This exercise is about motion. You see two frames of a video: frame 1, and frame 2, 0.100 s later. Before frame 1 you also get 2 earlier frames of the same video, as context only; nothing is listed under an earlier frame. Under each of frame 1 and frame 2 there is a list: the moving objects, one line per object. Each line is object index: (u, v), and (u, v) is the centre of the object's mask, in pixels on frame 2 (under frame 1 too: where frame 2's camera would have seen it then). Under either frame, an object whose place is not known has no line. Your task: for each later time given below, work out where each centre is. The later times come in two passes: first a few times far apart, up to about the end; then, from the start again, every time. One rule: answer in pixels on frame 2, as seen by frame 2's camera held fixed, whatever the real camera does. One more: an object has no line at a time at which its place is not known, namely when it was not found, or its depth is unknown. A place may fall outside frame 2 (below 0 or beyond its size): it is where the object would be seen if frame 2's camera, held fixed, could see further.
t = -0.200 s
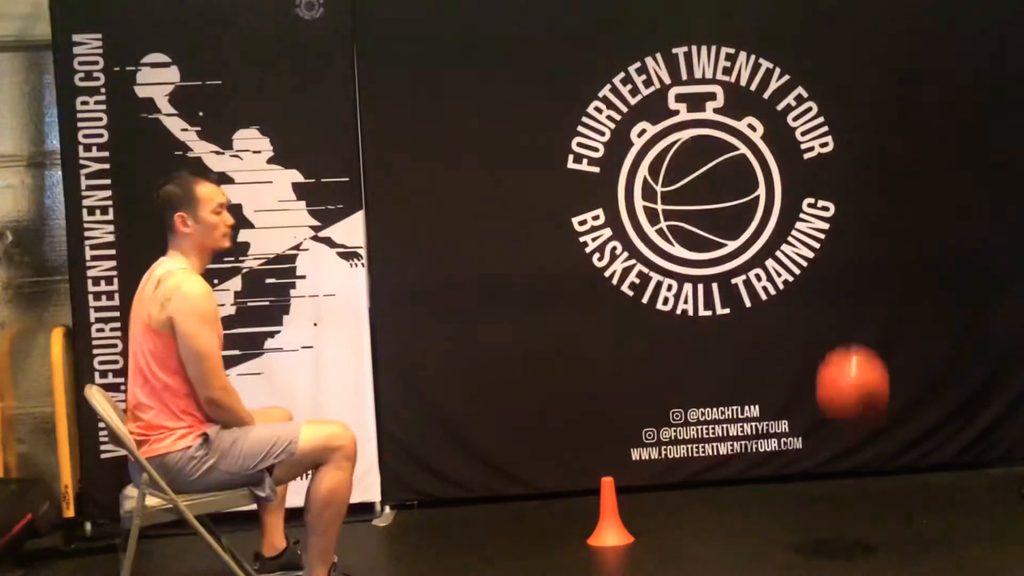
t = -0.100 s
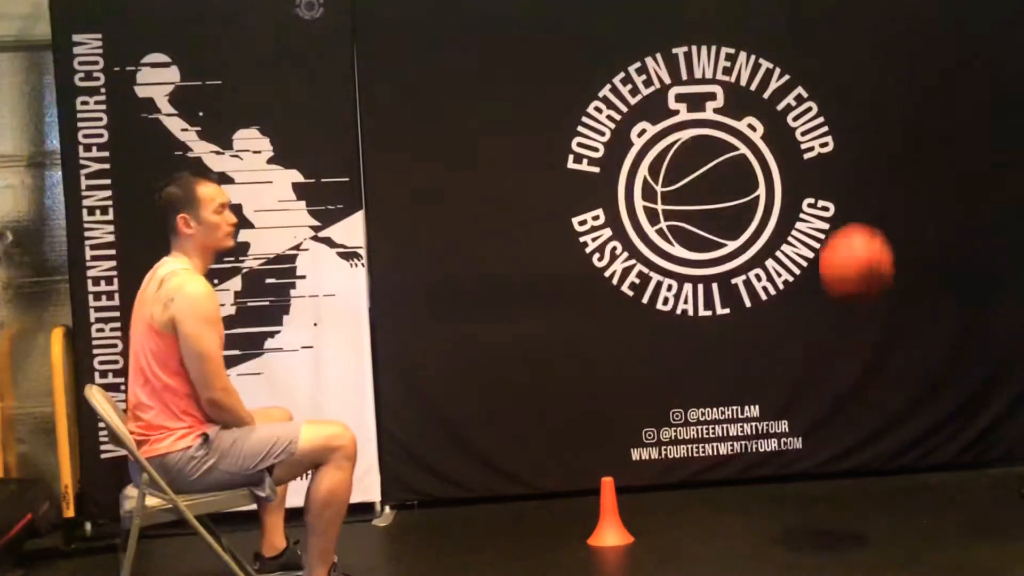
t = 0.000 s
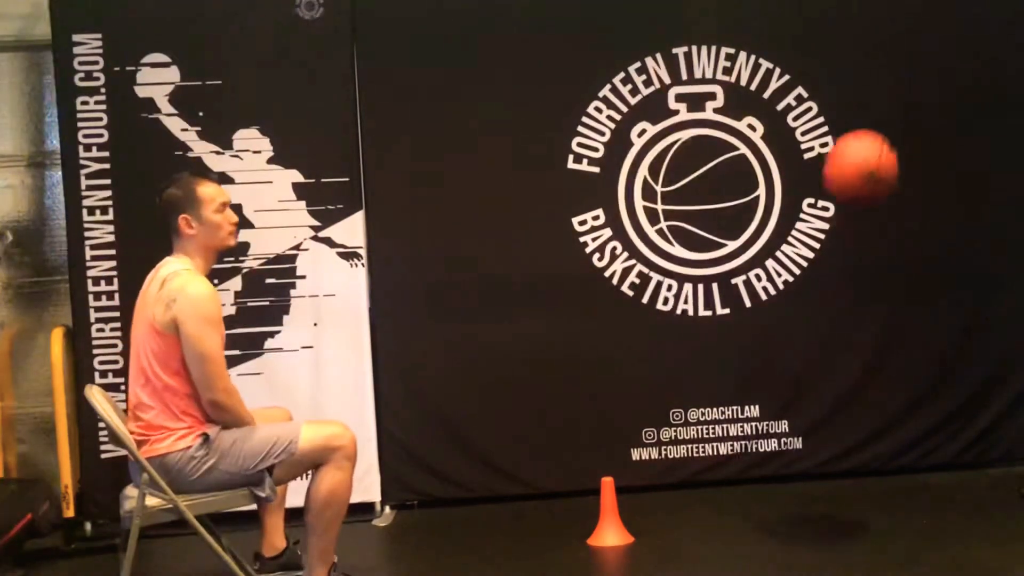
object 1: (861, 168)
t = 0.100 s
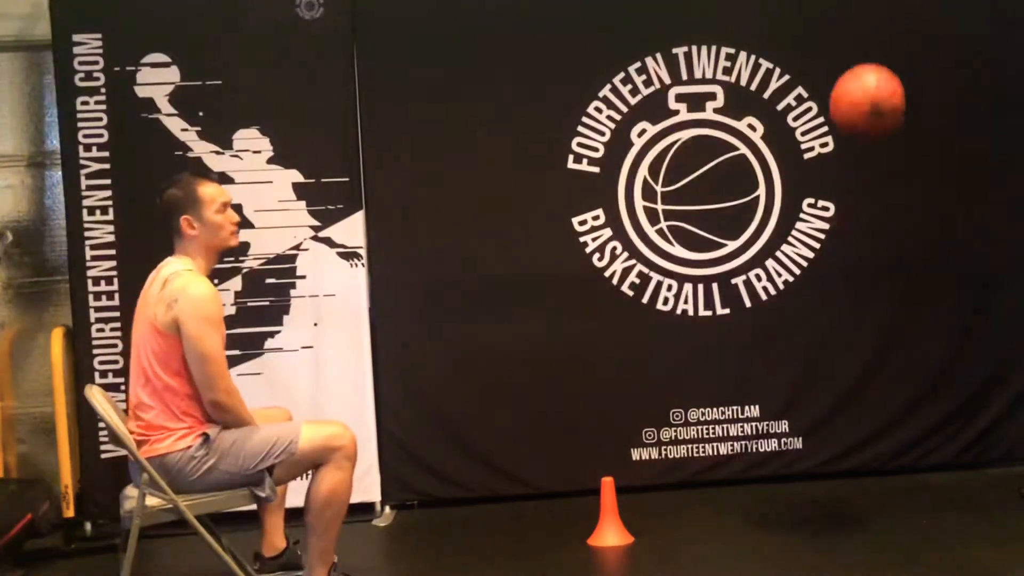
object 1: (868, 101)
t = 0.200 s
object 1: (875, 65)
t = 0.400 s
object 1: (893, 77)
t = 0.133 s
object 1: (870, 86)
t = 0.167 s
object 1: (873, 74)
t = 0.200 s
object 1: (875, 65)
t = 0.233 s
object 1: (877, 59)
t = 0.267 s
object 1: (880, 56)
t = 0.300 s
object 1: (883, 57)
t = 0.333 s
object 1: (886, 61)
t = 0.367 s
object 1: (889, 66)
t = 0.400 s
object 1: (893, 77)
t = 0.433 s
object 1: (896, 89)
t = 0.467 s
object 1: (900, 106)
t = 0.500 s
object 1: (905, 126)
